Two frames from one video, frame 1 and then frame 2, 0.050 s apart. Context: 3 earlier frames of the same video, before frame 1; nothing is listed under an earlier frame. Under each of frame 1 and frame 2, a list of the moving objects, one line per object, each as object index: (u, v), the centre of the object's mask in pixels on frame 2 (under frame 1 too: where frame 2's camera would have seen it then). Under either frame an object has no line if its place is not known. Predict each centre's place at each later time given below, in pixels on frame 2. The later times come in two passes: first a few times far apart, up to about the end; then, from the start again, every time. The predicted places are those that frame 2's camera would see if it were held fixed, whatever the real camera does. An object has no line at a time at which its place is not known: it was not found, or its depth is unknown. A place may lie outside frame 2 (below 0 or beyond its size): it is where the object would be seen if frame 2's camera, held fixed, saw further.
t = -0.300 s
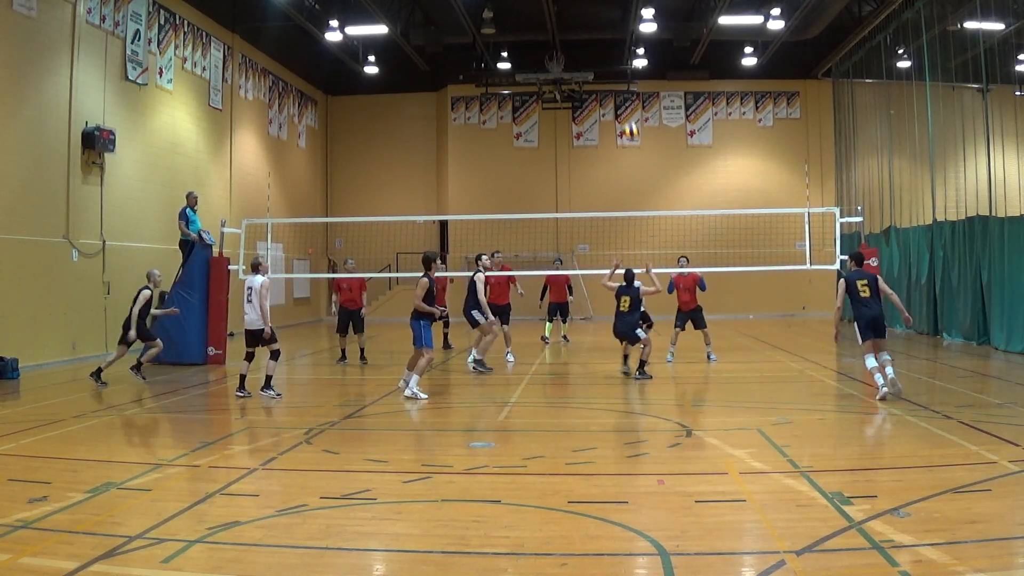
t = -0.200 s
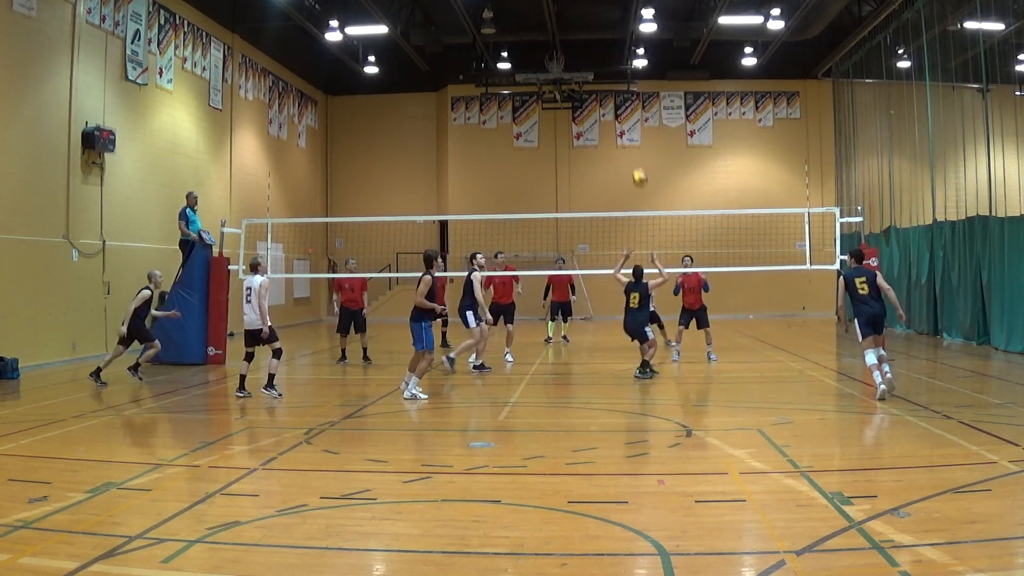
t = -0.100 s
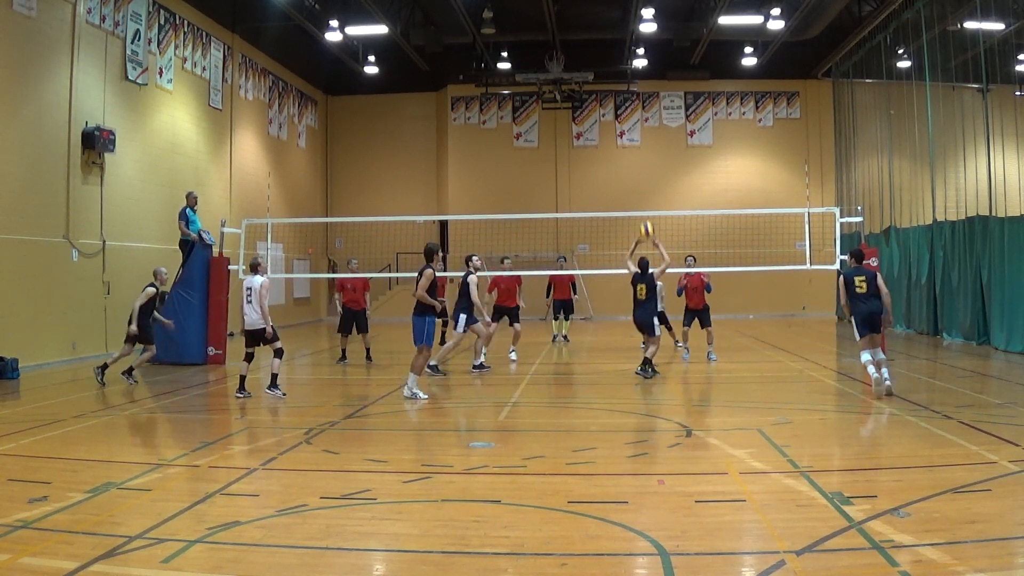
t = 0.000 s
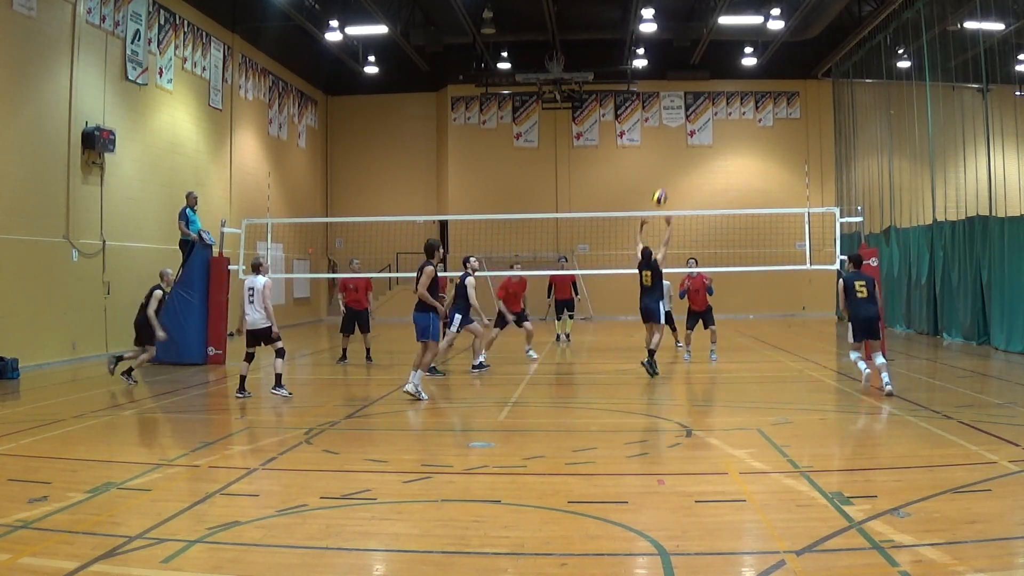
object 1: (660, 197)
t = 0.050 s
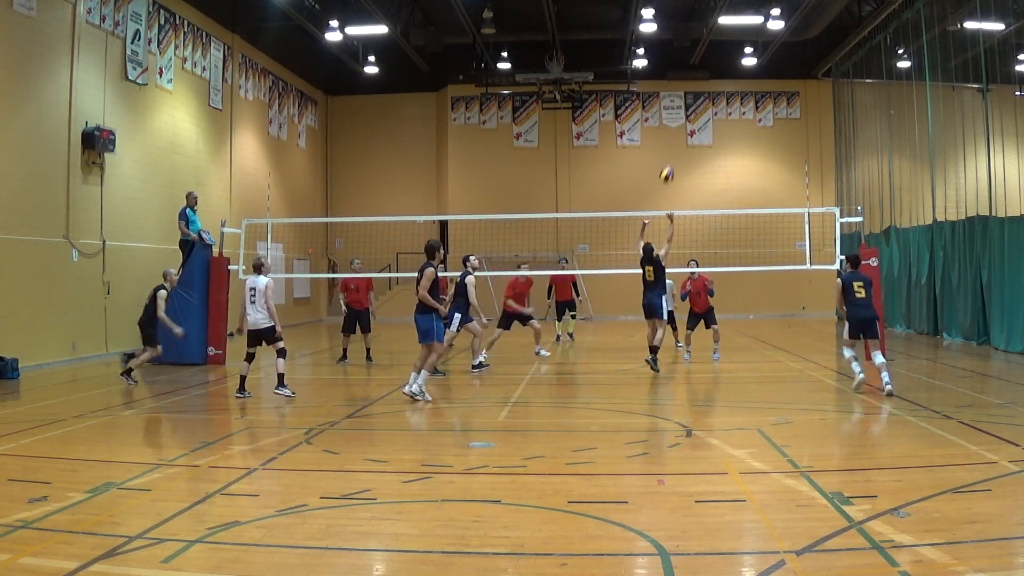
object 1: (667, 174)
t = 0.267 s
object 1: (696, 96)
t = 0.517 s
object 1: (728, 49)
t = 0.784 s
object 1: (761, 45)
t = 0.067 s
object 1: (669, 166)
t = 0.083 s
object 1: (672, 160)
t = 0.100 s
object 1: (674, 153)
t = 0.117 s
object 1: (676, 146)
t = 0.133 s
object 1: (679, 139)
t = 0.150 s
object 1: (680, 133)
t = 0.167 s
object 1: (683, 126)
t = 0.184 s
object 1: (685, 120)
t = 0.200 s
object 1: (687, 115)
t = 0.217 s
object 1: (689, 110)
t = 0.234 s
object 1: (691, 105)
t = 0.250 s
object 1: (693, 99)
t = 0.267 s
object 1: (696, 96)
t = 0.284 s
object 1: (698, 91)
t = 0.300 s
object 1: (701, 86)
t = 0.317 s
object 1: (703, 80)
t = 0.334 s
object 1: (705, 77)
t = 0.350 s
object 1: (707, 73)
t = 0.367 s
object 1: (709, 71)
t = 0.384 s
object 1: (711, 69)
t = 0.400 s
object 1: (713, 65)
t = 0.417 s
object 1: (715, 62)
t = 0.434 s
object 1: (717, 60)
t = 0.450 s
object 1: (719, 57)
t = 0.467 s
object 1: (721, 55)
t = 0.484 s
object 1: (723, 53)
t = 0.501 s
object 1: (725, 51)
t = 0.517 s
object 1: (728, 49)
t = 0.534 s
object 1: (730, 47)
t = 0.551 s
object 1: (732, 45)
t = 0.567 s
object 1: (734, 44)
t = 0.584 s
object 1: (736, 43)
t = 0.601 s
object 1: (738, 43)
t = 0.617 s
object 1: (740, 42)
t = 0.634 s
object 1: (742, 41)
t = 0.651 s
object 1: (744, 40)
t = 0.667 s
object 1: (746, 40)
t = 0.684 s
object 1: (749, 40)
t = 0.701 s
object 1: (751, 40)
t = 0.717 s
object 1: (753, 41)
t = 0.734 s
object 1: (755, 42)
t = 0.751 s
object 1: (757, 42)
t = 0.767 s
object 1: (760, 43)
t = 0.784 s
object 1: (761, 45)
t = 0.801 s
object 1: (763, 46)
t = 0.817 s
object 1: (766, 47)
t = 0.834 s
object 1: (768, 49)
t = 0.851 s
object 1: (770, 51)
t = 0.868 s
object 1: (772, 53)
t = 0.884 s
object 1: (774, 55)
